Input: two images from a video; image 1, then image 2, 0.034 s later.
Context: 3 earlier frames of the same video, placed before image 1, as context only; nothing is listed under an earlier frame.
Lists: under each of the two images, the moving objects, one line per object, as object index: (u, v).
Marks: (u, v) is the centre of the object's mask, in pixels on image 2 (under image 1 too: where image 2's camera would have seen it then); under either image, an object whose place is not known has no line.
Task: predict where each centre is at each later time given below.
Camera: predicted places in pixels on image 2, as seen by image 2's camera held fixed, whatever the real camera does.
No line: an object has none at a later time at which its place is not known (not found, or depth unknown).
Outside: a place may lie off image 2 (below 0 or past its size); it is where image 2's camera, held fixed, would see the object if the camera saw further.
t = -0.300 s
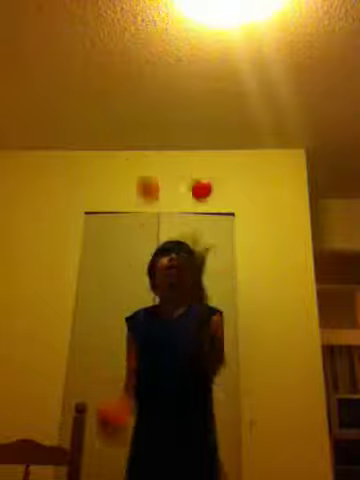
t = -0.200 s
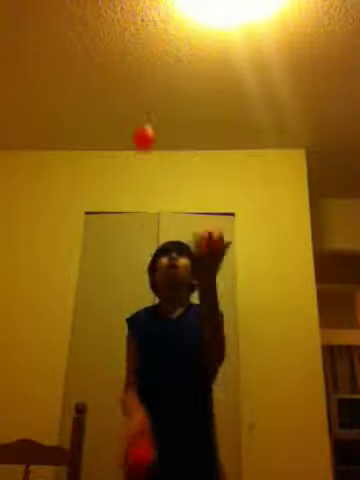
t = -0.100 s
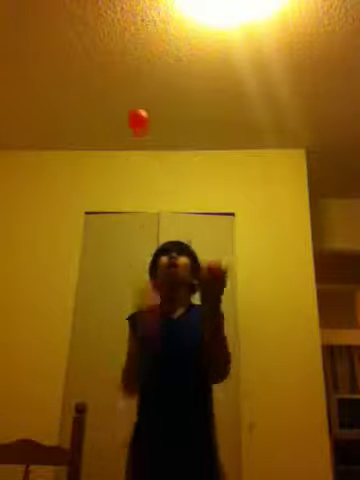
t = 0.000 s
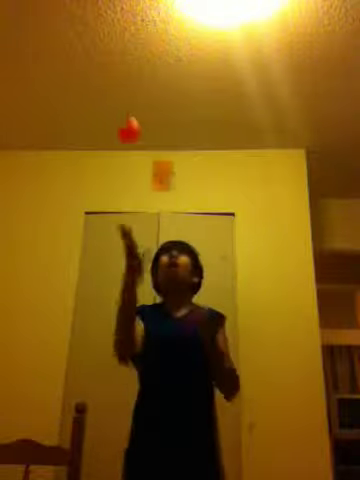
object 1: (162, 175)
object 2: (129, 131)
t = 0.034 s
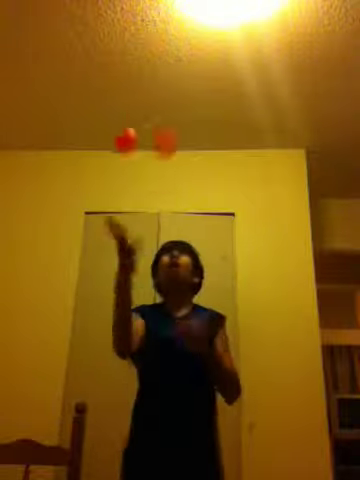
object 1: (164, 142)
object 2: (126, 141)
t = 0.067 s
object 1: (168, 112)
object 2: (121, 153)
